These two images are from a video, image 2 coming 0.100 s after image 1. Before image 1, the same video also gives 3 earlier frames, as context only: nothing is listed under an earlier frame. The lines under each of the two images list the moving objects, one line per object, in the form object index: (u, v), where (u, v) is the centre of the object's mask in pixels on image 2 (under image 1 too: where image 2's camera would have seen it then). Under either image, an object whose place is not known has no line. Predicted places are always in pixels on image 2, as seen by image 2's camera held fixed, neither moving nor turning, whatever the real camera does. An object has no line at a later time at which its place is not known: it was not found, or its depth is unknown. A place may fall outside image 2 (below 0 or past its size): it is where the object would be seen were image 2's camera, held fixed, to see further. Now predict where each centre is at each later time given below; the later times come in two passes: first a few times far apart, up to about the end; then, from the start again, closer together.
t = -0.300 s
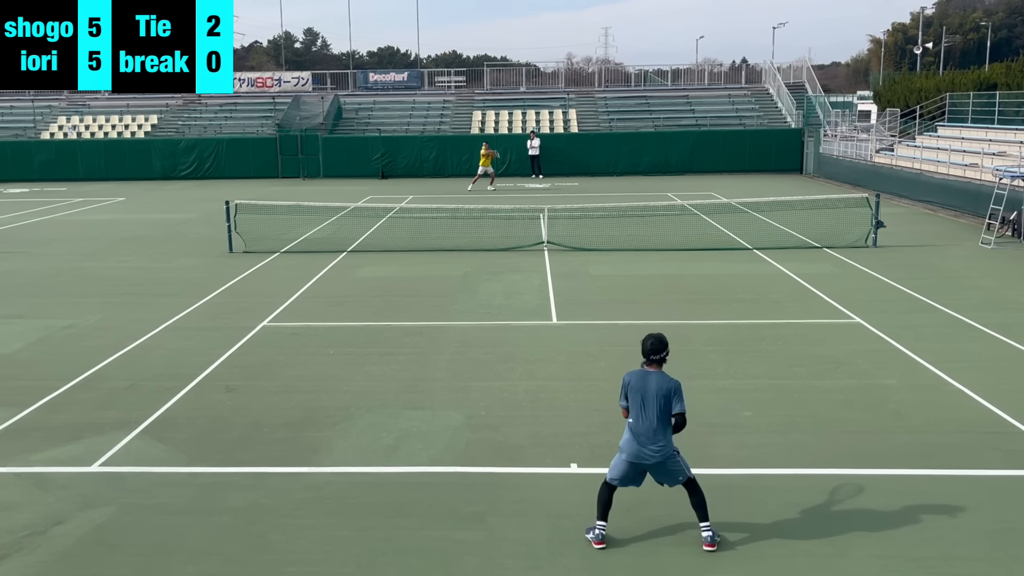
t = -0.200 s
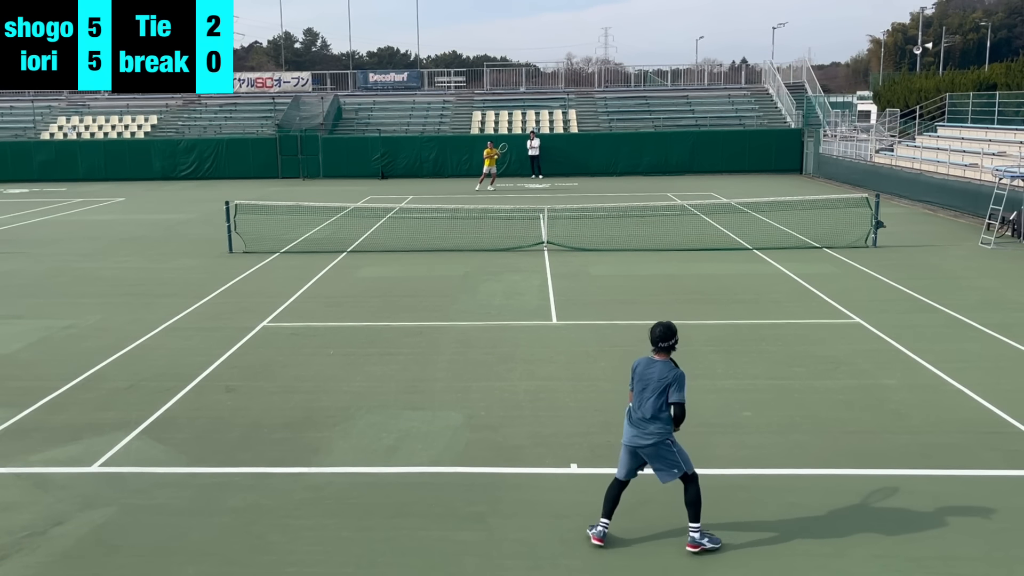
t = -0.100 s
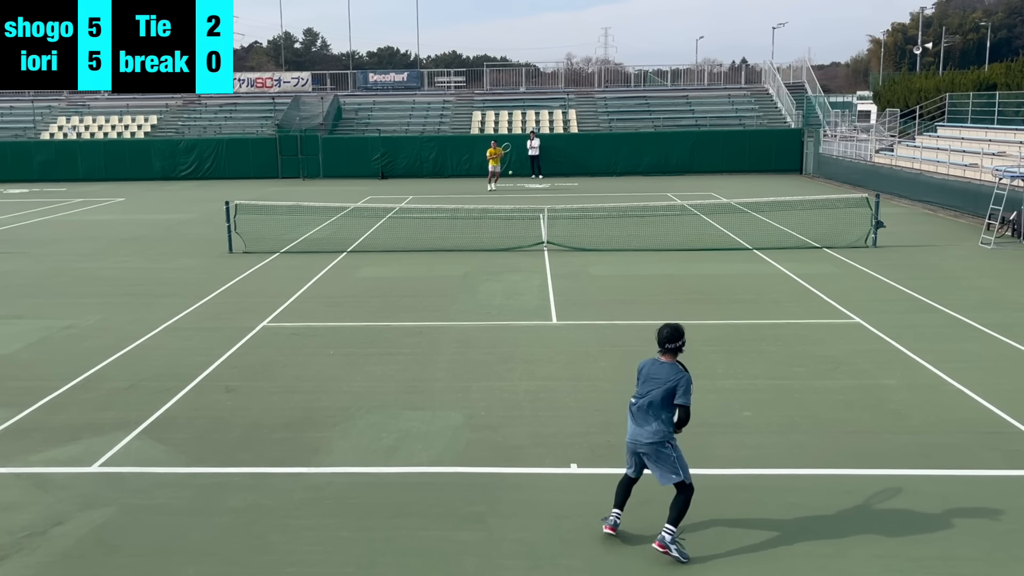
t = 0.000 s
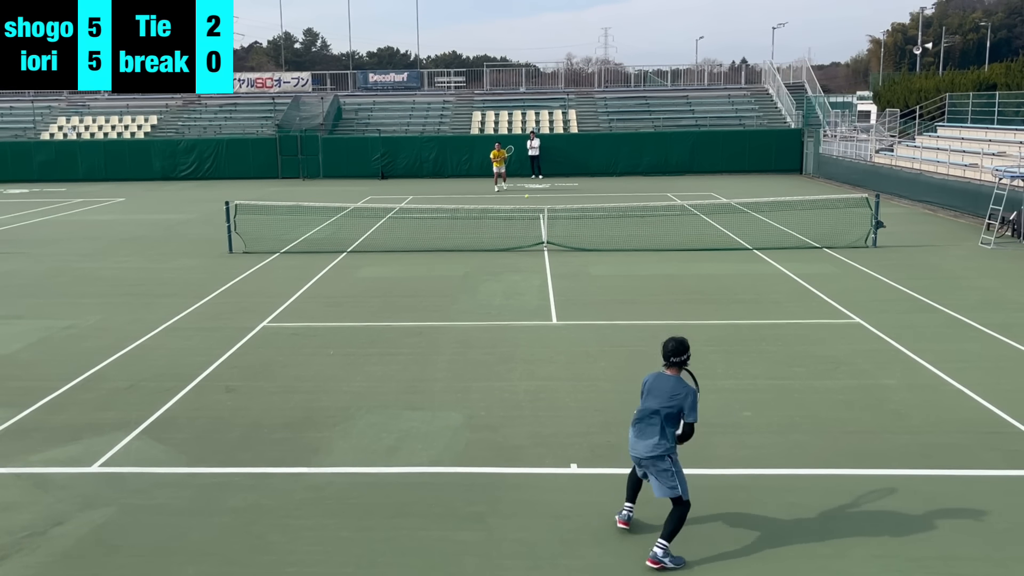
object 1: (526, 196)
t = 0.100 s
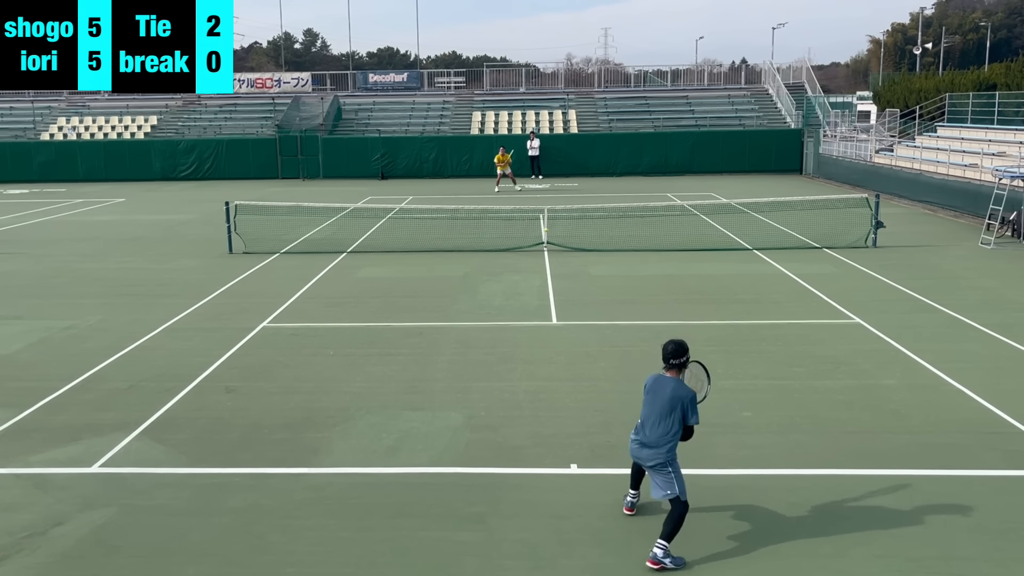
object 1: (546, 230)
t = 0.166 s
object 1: (560, 258)
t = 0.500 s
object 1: (630, 256)
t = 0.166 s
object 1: (560, 258)
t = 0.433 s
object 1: (614, 262)
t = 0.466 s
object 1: (622, 258)
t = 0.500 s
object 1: (630, 256)
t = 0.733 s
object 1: (701, 271)
